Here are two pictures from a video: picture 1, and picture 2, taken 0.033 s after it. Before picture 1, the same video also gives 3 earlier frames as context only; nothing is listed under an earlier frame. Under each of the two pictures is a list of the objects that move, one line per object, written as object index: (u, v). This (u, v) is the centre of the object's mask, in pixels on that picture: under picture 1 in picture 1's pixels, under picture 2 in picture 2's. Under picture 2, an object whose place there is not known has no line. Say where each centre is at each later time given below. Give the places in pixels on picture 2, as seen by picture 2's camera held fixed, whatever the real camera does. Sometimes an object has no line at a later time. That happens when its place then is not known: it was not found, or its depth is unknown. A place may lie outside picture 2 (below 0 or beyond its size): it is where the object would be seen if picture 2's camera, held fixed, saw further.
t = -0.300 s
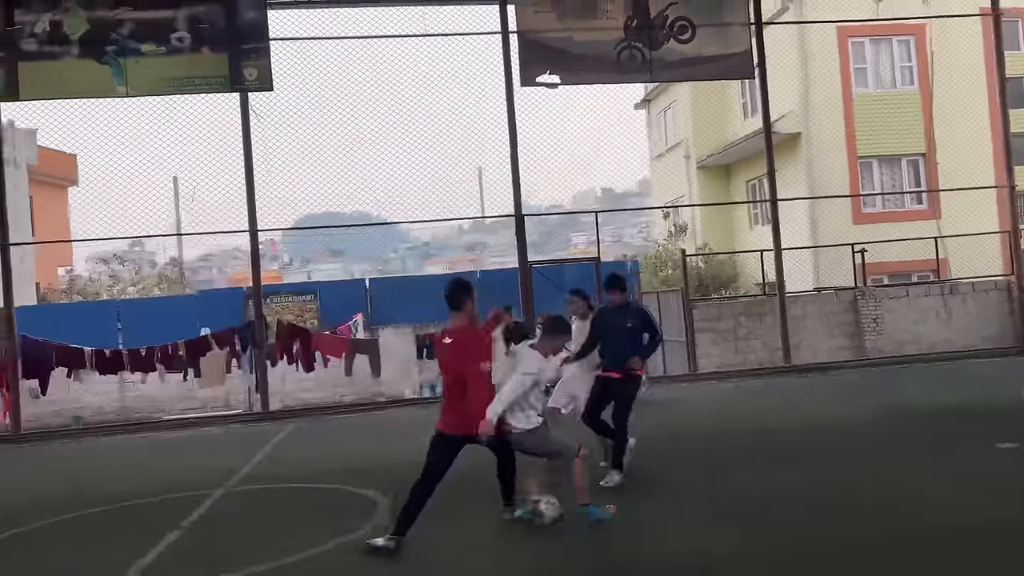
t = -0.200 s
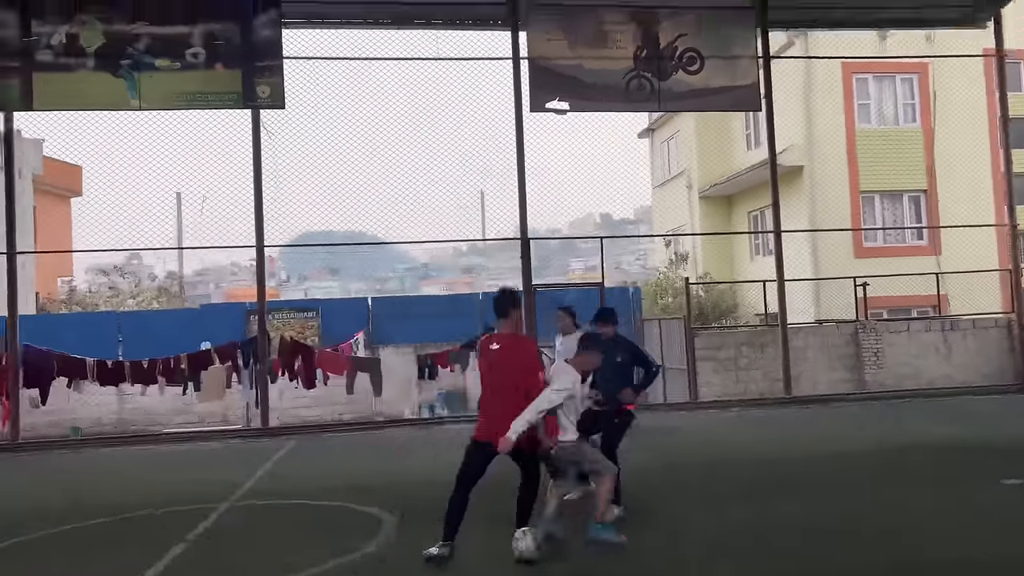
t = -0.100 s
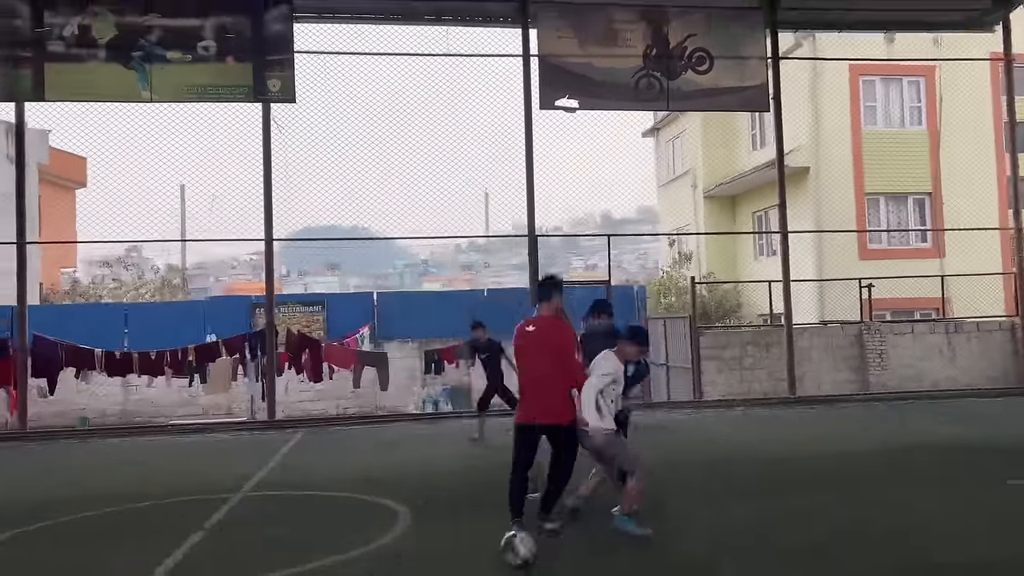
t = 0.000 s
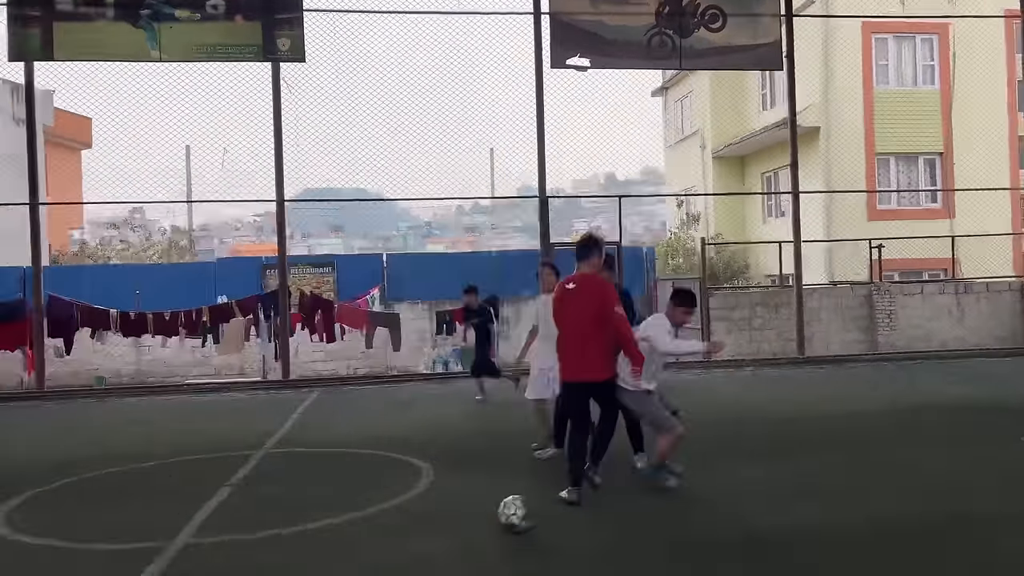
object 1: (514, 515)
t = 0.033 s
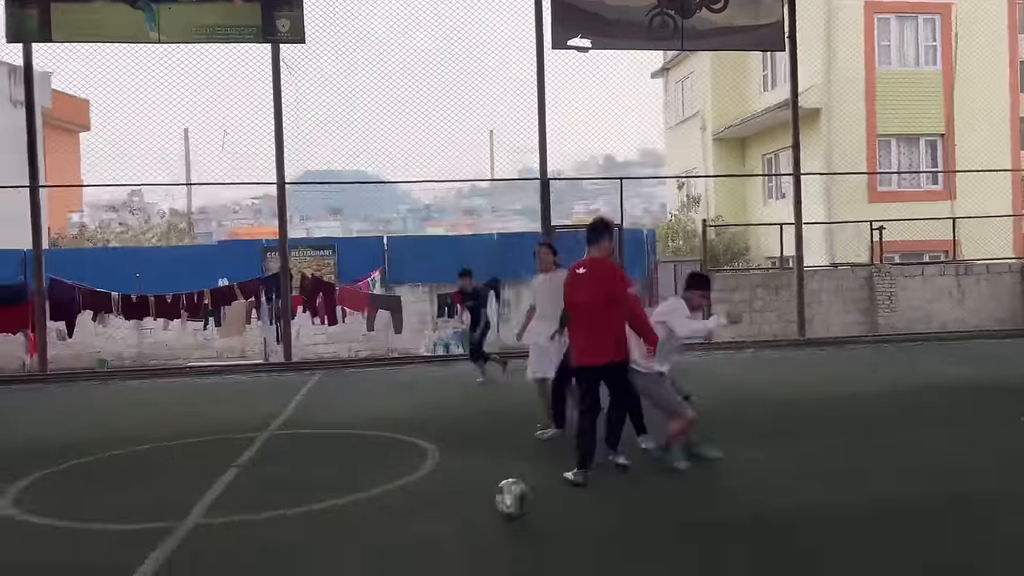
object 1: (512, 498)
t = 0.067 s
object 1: (503, 502)
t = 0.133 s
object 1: (486, 511)
